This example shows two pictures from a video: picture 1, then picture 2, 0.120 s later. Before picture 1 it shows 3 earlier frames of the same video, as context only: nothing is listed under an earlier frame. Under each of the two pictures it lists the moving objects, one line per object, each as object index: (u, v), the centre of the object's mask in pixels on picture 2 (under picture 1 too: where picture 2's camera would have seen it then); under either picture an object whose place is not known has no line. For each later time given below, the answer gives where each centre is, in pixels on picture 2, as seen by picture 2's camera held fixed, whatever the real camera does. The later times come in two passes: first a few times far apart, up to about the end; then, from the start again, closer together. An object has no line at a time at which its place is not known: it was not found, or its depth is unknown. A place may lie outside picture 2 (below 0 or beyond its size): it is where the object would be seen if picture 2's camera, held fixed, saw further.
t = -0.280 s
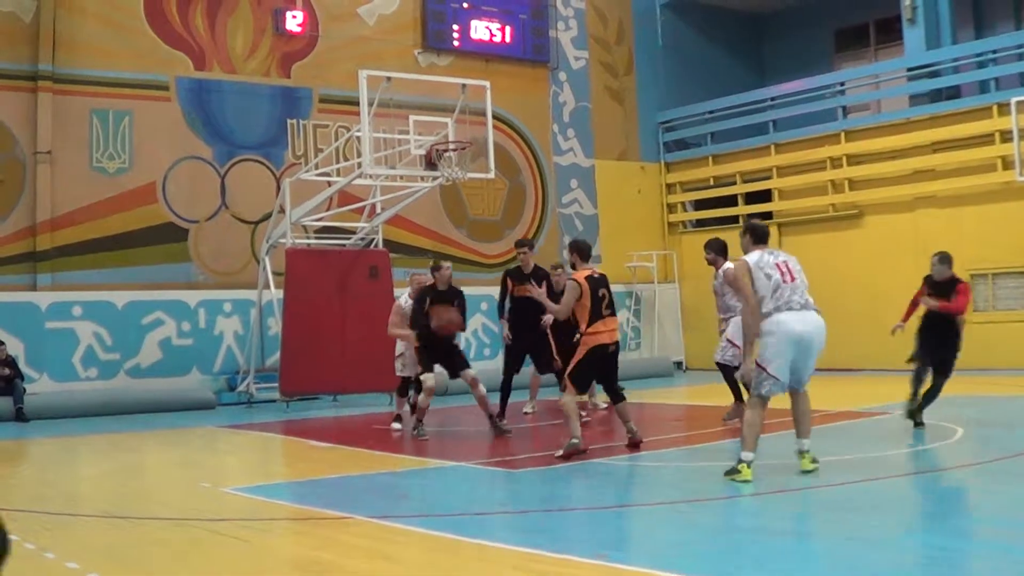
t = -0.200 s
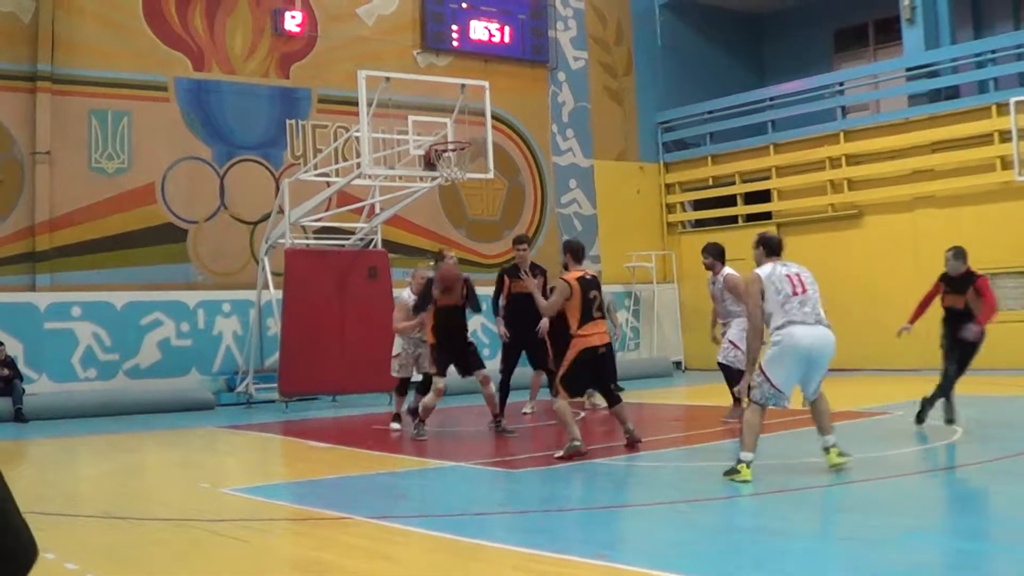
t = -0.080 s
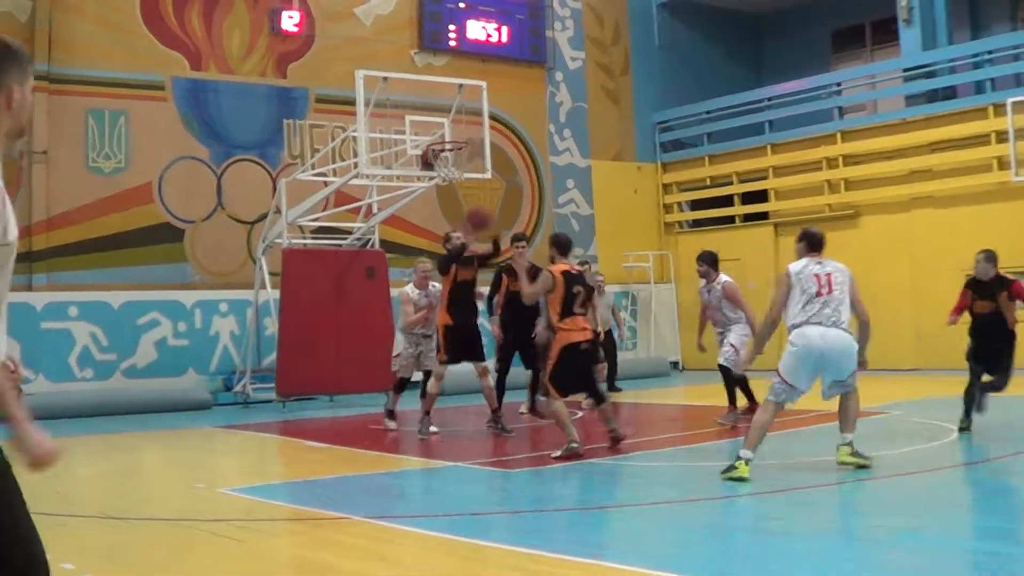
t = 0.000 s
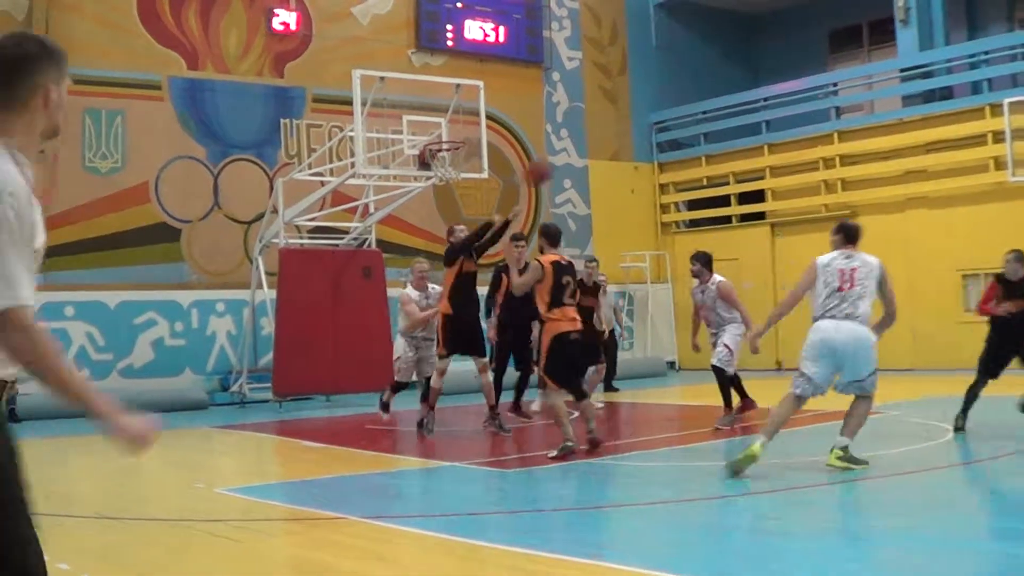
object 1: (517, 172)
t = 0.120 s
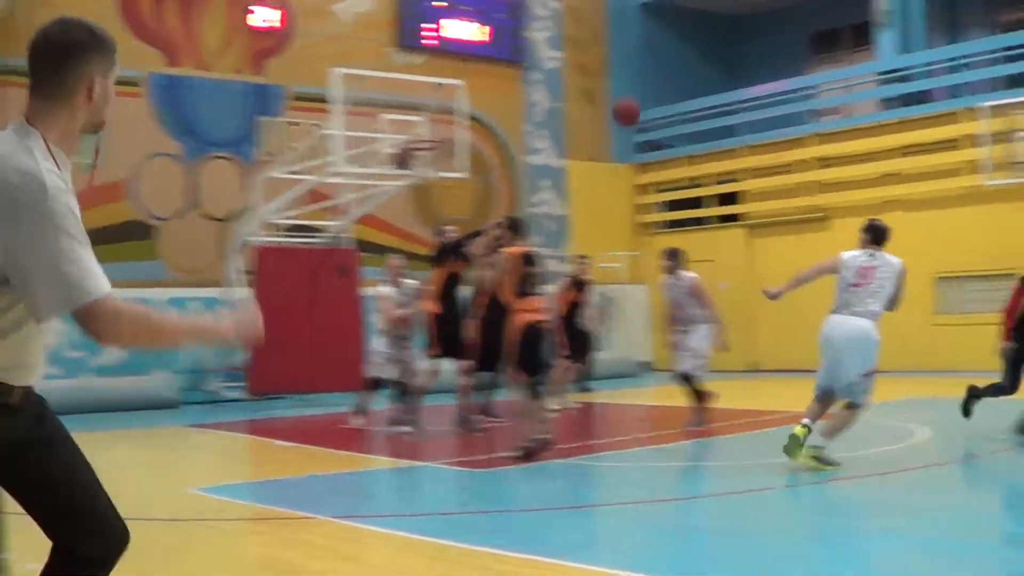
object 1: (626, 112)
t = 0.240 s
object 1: (751, 59)
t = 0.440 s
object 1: (982, 9)
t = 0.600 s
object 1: (1222, 8)
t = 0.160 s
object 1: (666, 92)
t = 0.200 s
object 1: (708, 76)
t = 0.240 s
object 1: (751, 59)
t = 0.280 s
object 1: (796, 46)
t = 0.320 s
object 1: (841, 32)
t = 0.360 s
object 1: (882, 26)
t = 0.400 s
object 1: (929, 16)
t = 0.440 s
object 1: (982, 9)
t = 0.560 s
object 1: (1163, 4)
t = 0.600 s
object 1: (1222, 8)
